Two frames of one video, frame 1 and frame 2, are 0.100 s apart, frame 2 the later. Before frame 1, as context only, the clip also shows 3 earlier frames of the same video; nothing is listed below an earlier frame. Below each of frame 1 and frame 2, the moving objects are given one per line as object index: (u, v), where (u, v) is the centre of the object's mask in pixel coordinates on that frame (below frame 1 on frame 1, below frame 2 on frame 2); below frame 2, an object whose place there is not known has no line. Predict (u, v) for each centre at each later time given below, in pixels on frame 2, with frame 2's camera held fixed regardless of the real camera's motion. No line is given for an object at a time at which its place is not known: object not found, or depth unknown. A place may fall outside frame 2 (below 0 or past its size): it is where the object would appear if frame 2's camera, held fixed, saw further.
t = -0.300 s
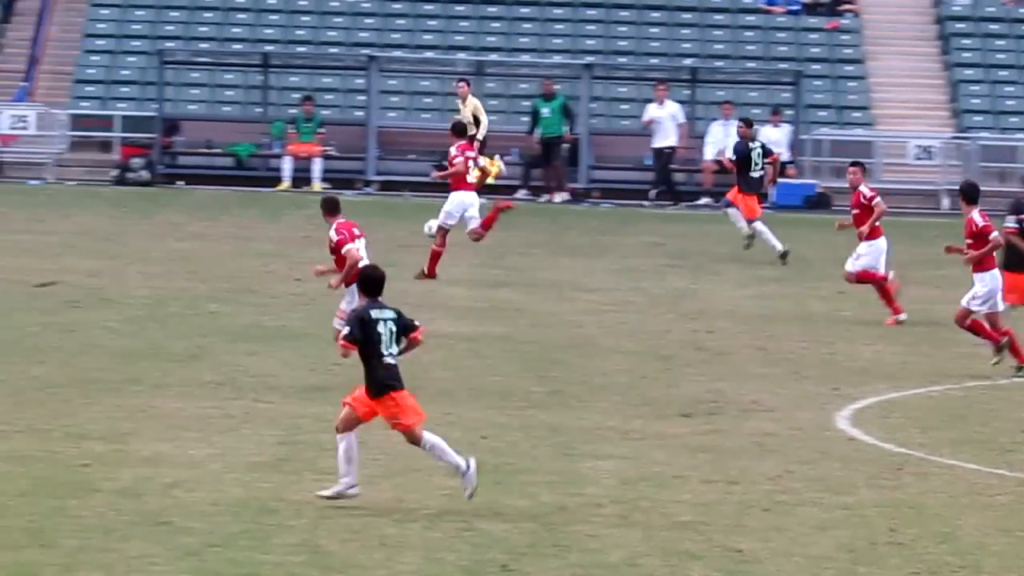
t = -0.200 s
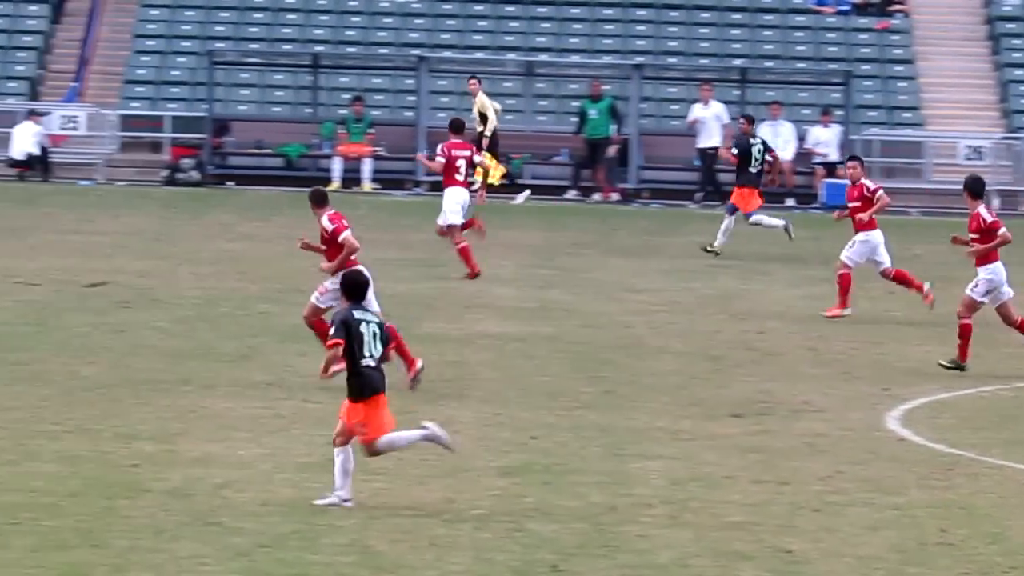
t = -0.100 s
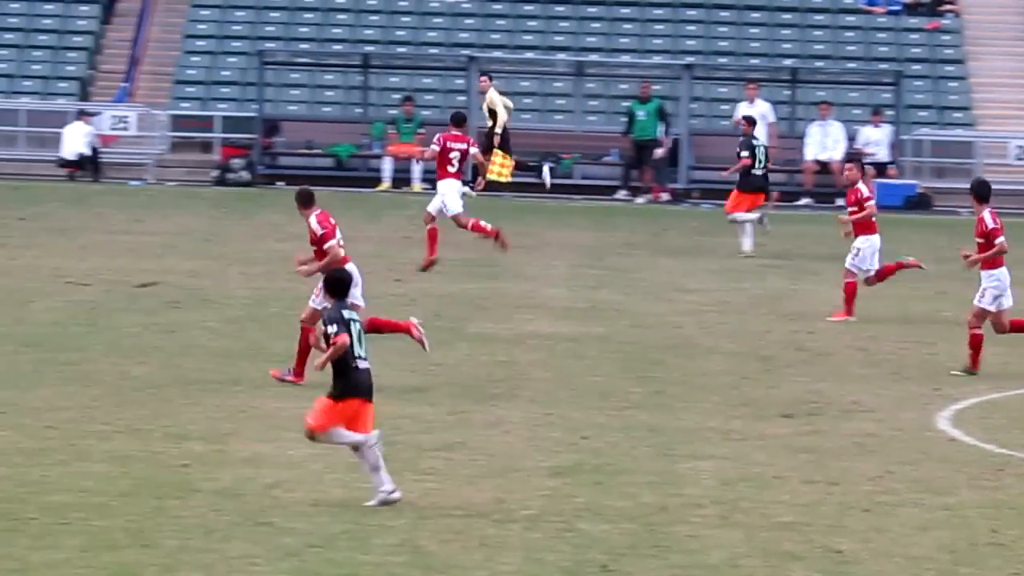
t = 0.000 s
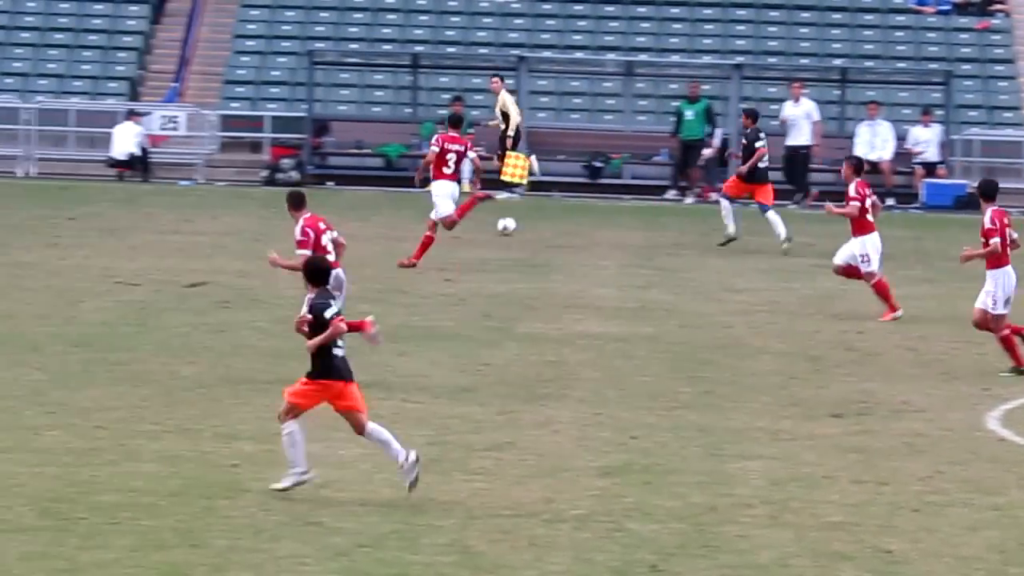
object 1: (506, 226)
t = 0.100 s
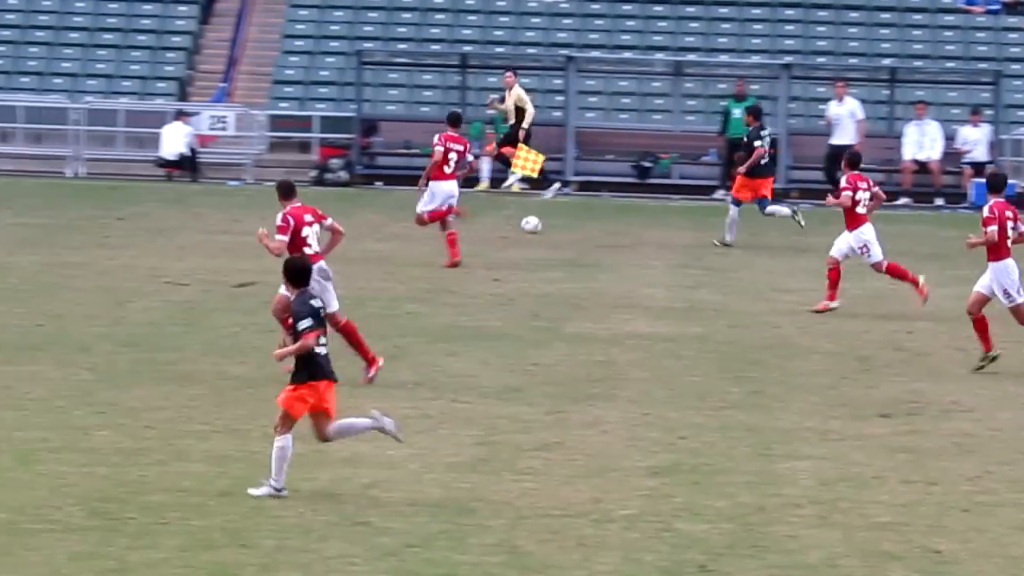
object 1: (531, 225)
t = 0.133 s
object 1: (527, 225)
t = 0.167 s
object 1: (524, 225)
